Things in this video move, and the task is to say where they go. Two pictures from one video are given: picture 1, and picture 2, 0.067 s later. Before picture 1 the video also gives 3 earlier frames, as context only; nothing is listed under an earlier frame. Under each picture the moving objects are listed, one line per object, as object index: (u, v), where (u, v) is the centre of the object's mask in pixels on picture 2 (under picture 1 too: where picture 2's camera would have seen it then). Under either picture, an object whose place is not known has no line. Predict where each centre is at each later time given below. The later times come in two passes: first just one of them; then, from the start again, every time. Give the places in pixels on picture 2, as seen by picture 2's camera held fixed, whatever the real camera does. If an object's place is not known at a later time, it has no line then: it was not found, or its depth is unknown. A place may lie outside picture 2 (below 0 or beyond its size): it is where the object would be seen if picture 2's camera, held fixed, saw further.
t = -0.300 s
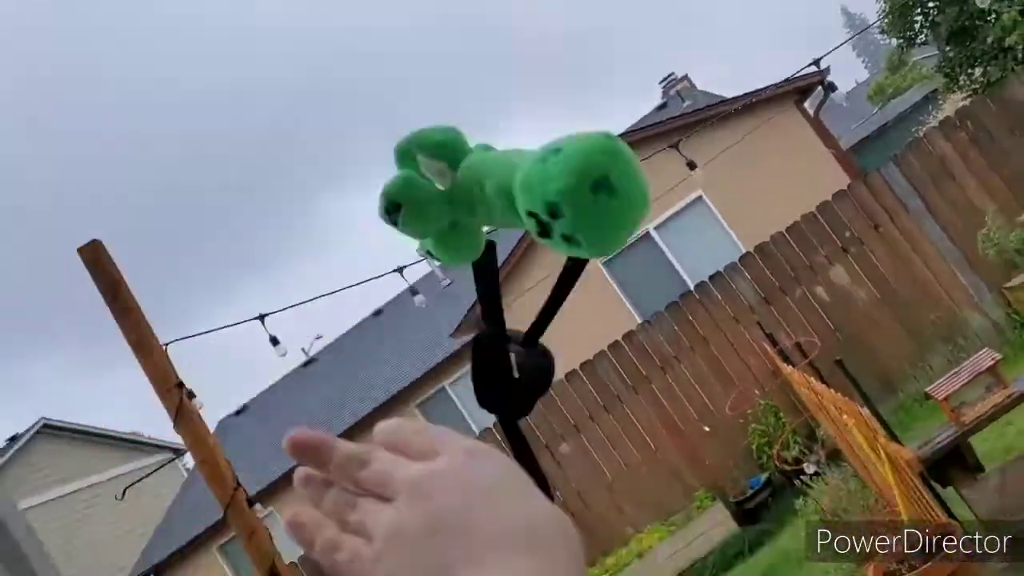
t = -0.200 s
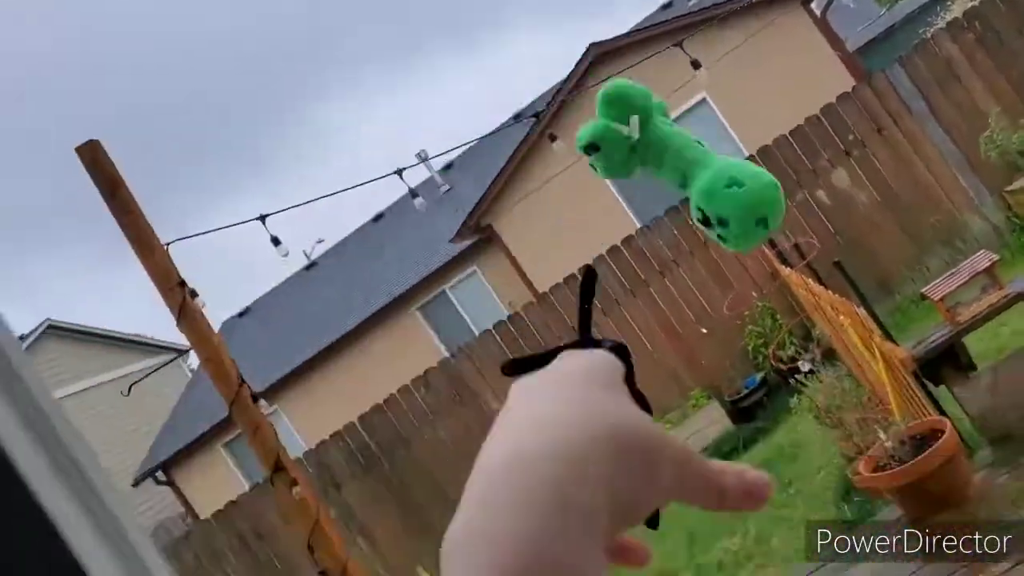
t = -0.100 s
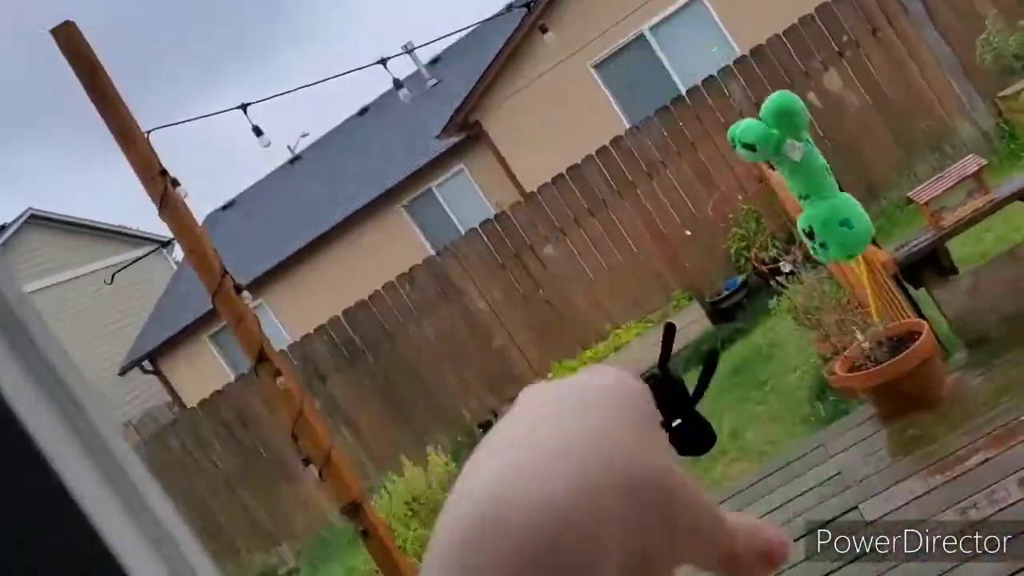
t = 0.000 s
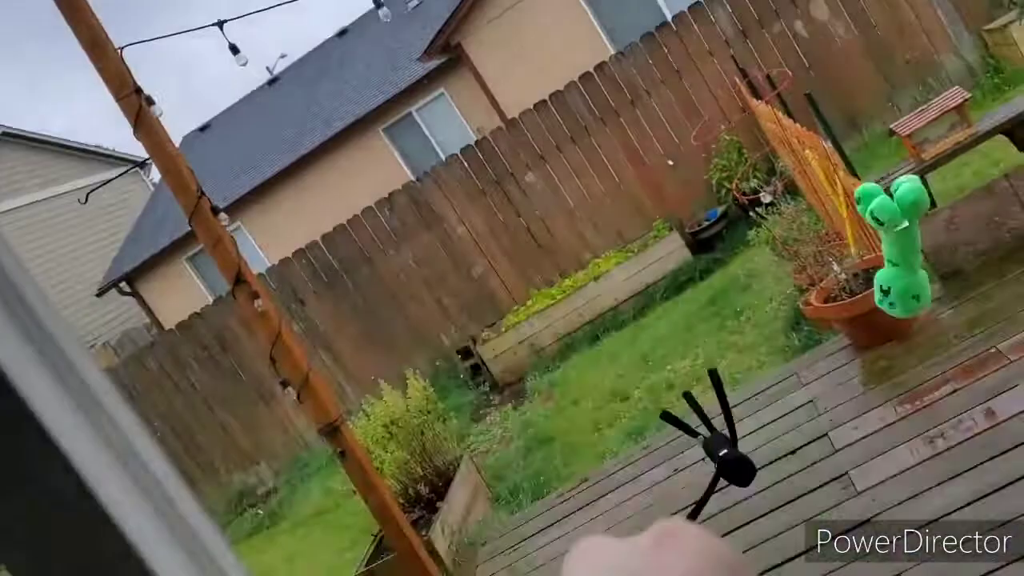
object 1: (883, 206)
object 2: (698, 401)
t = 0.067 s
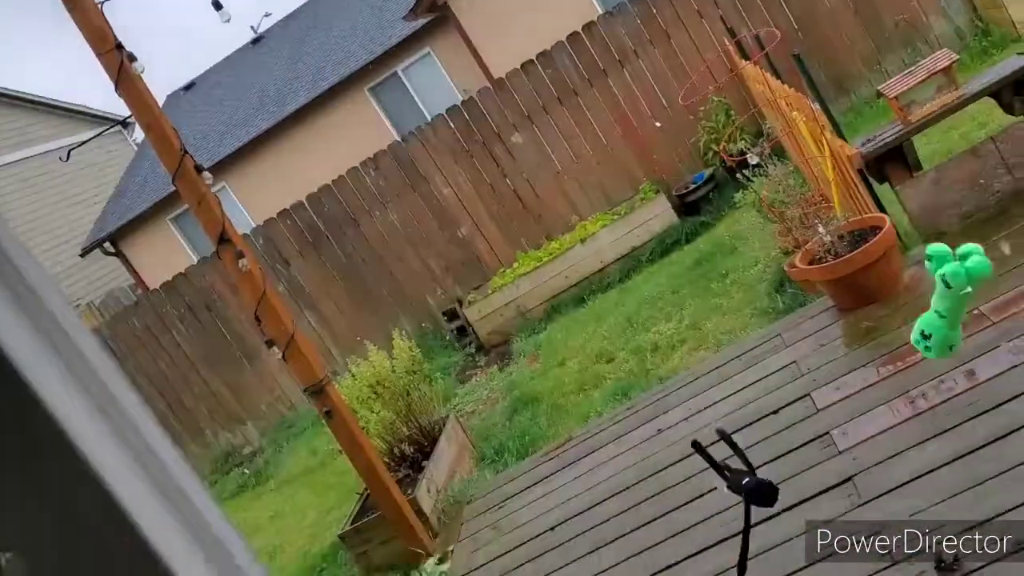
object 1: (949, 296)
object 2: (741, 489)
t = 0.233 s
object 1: (1053, 535)
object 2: (784, 553)
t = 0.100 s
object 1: (980, 344)
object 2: (761, 521)
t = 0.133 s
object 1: (1006, 393)
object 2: (777, 552)
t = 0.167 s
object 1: (1023, 444)
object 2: (793, 585)
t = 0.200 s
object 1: (1037, 494)
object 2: (790, 572)
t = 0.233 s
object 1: (1053, 535)
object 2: (784, 553)
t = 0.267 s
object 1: (1054, 522)
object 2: (782, 536)
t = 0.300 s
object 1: (1055, 493)
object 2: (783, 524)
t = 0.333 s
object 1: (1045, 471)
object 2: (788, 517)
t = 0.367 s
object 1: (1032, 452)
